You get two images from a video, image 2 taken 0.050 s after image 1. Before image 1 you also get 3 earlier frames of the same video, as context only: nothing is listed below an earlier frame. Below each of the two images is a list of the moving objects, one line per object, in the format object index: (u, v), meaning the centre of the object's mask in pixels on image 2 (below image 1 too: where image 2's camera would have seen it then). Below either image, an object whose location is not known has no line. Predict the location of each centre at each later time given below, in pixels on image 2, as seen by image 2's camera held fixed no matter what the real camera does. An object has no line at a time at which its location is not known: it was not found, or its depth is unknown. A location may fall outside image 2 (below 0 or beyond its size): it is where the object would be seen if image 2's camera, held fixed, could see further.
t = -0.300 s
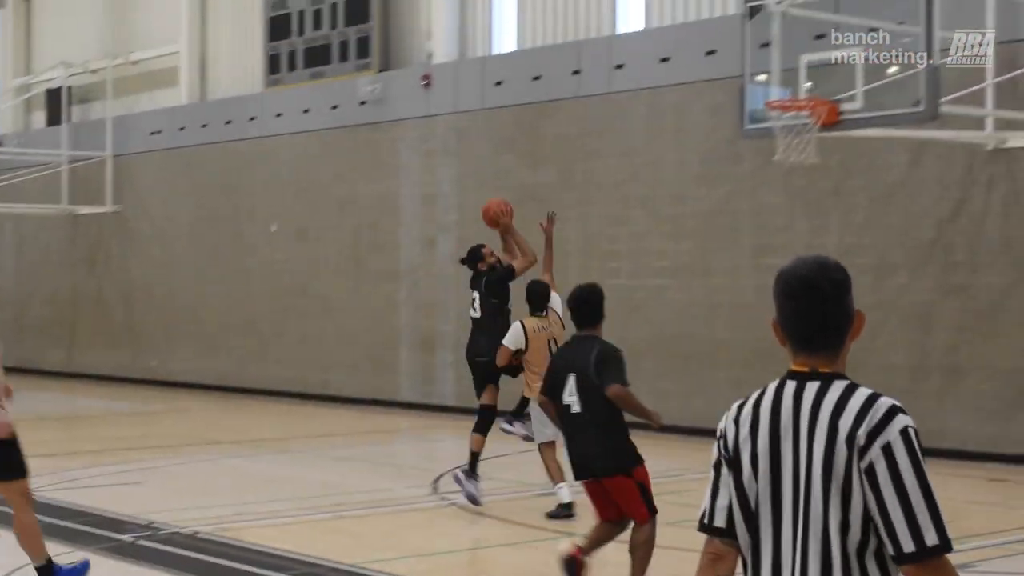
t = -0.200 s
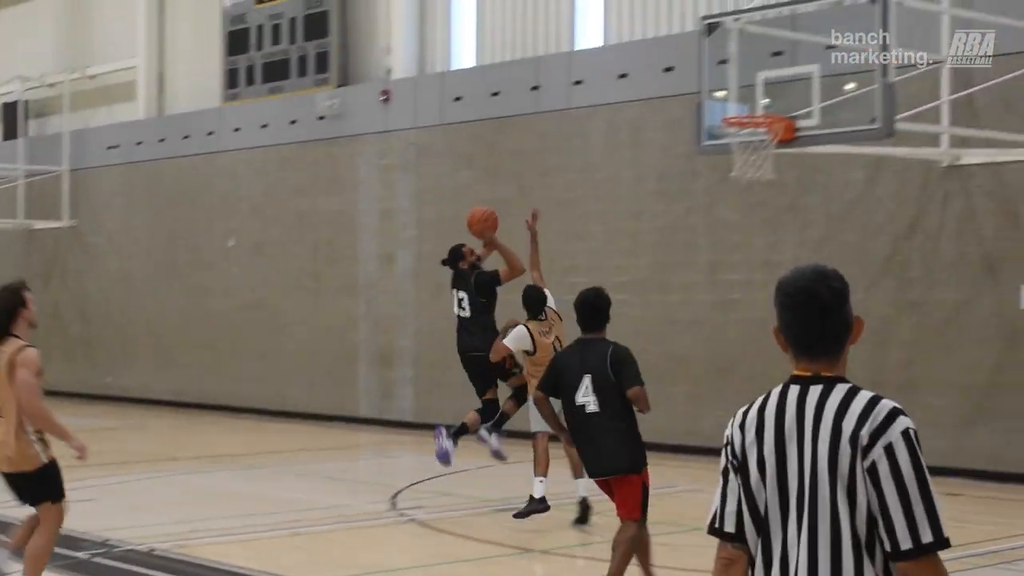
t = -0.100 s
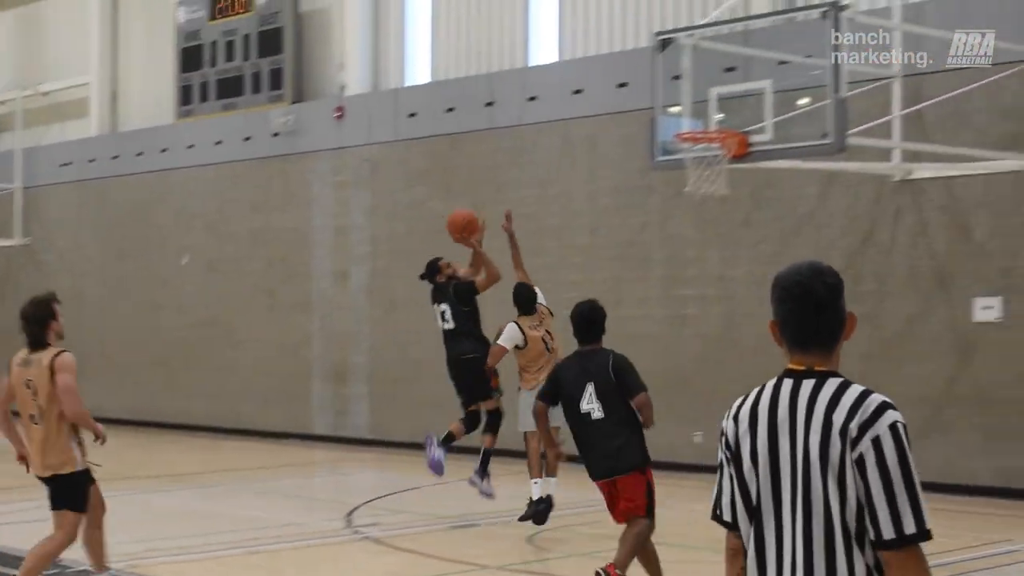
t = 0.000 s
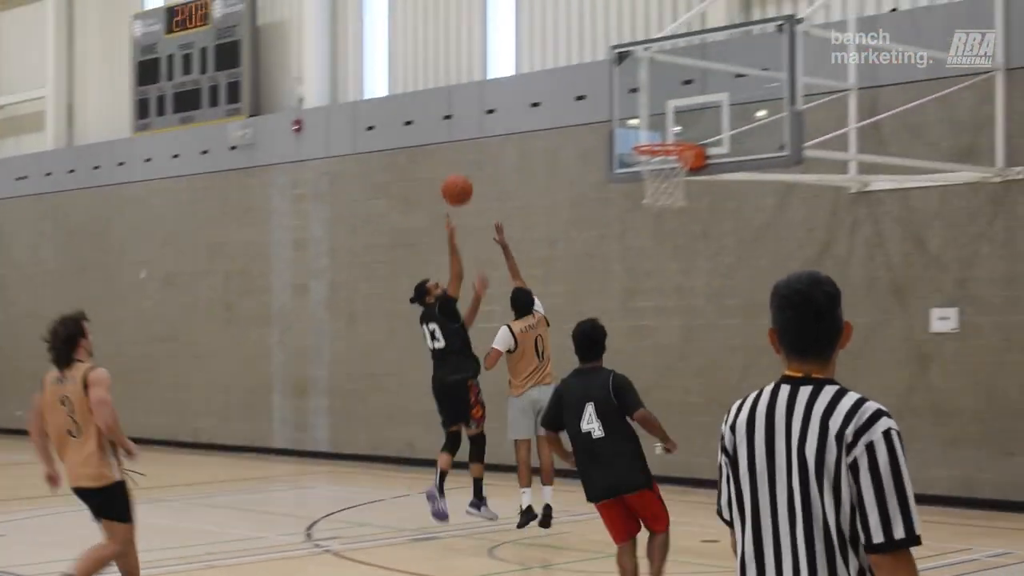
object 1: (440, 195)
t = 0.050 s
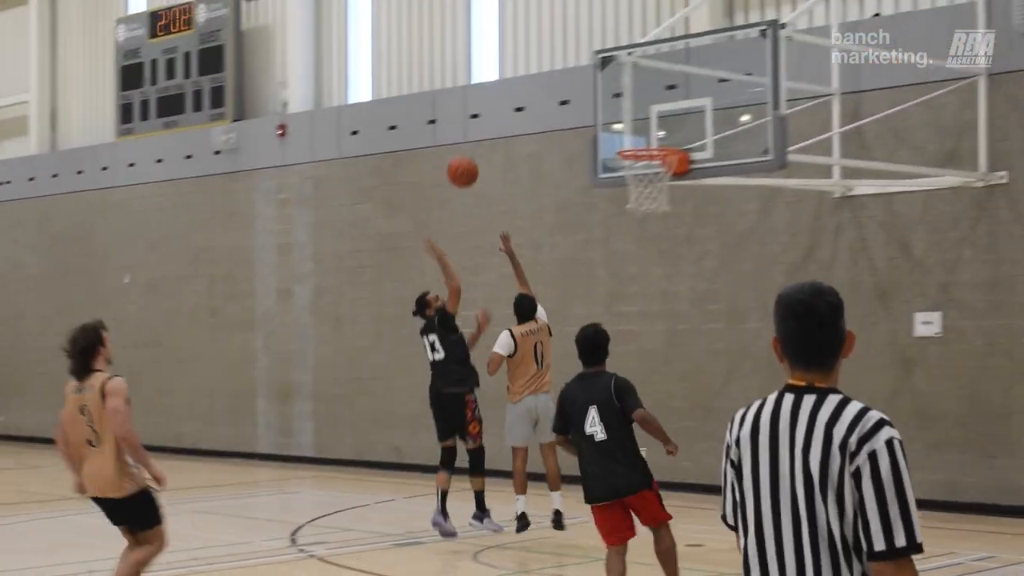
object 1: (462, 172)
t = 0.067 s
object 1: (469, 165)
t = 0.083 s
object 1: (477, 158)
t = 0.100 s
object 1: (485, 153)
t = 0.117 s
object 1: (491, 146)
